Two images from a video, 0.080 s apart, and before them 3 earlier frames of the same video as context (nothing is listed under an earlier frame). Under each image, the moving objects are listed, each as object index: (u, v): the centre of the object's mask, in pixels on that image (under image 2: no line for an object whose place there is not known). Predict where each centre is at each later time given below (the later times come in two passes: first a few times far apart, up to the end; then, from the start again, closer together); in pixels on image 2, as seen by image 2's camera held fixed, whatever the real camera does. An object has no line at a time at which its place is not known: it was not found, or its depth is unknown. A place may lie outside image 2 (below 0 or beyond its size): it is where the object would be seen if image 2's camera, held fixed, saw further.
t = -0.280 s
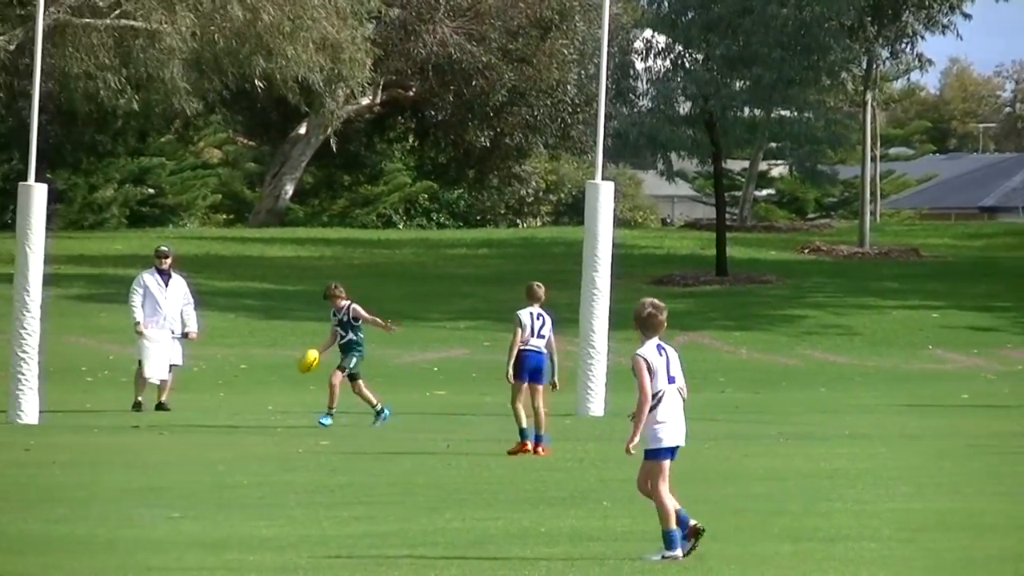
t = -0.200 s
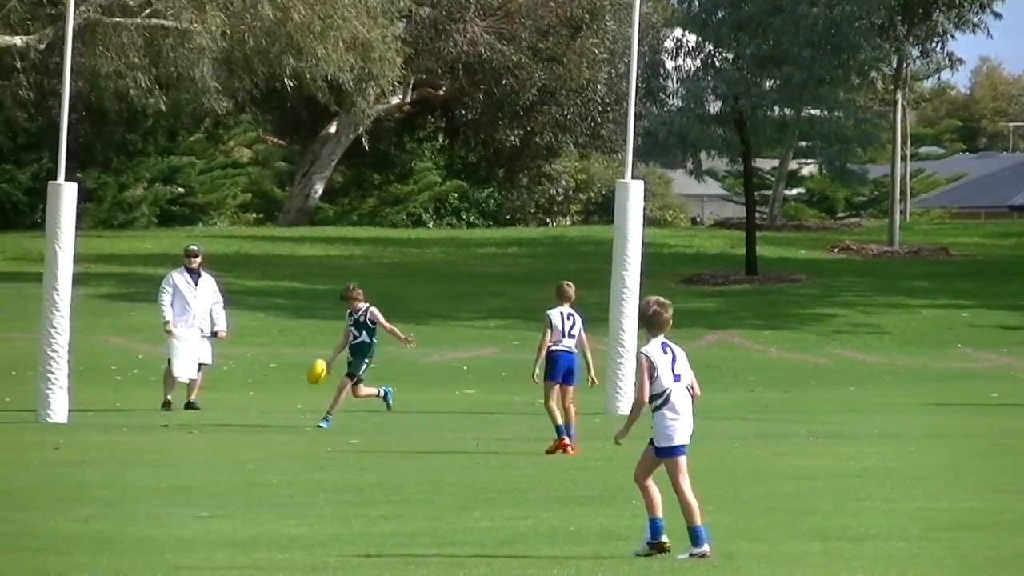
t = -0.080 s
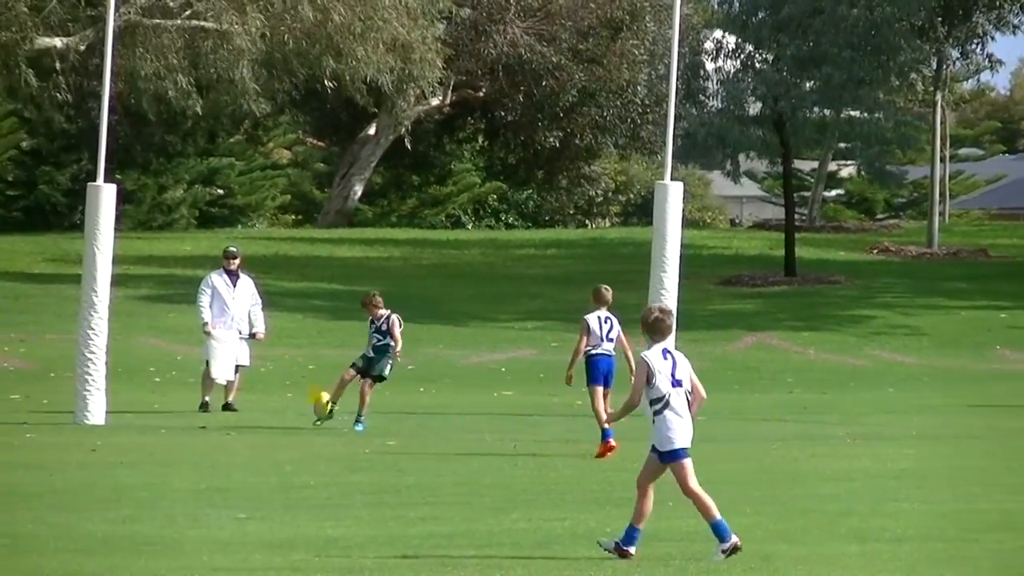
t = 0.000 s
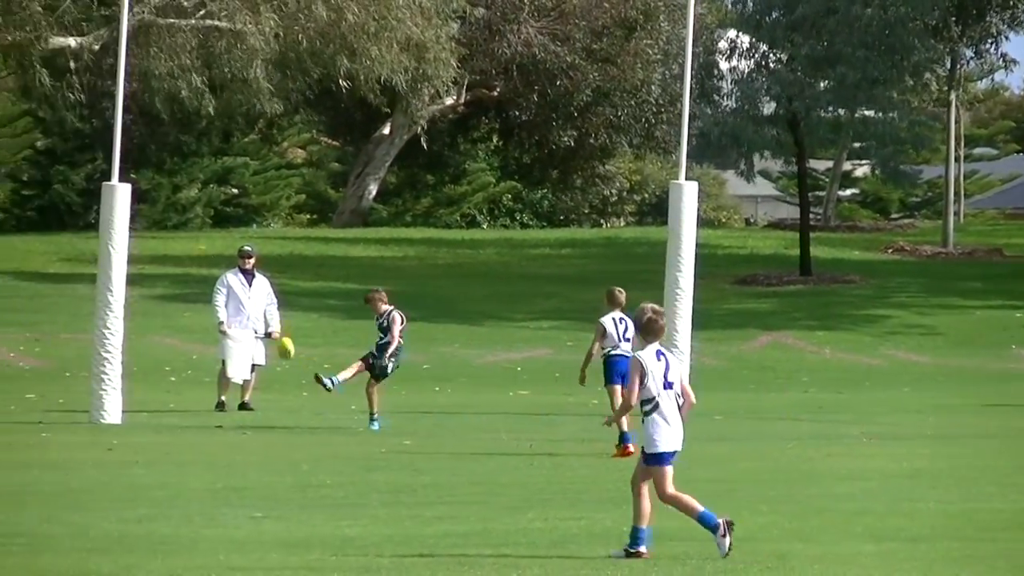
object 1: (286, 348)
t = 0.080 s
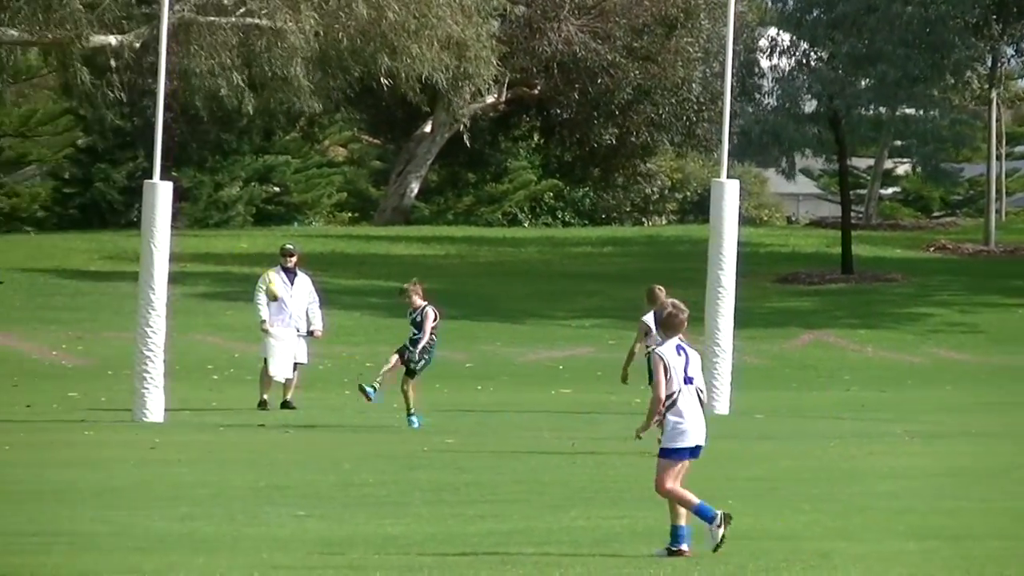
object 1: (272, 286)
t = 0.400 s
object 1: (61, 120)
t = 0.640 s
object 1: (-102, 50)
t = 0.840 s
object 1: (-243, 30)
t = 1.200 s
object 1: (-507, 115)
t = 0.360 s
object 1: (86, 137)
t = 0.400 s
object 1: (61, 120)
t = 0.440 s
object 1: (34, 105)
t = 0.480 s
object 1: (7, 90)
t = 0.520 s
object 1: (-20, 78)
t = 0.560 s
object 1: (-47, 68)
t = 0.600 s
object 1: (-74, 58)
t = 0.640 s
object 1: (-102, 50)
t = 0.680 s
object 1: (-129, 41)
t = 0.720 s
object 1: (-158, 36)
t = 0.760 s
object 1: (-186, 33)
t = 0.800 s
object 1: (-215, 33)
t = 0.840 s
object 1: (-243, 30)
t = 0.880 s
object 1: (-272, 31)
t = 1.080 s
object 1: (-412, 69)
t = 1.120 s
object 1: (-444, 82)
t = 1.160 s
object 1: (-477, 100)
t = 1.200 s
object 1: (-507, 115)
